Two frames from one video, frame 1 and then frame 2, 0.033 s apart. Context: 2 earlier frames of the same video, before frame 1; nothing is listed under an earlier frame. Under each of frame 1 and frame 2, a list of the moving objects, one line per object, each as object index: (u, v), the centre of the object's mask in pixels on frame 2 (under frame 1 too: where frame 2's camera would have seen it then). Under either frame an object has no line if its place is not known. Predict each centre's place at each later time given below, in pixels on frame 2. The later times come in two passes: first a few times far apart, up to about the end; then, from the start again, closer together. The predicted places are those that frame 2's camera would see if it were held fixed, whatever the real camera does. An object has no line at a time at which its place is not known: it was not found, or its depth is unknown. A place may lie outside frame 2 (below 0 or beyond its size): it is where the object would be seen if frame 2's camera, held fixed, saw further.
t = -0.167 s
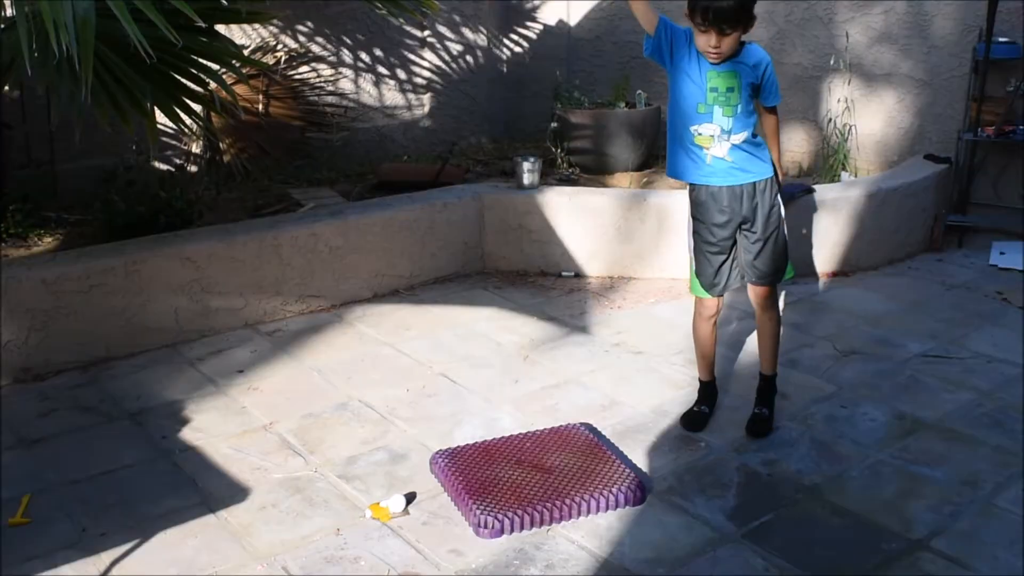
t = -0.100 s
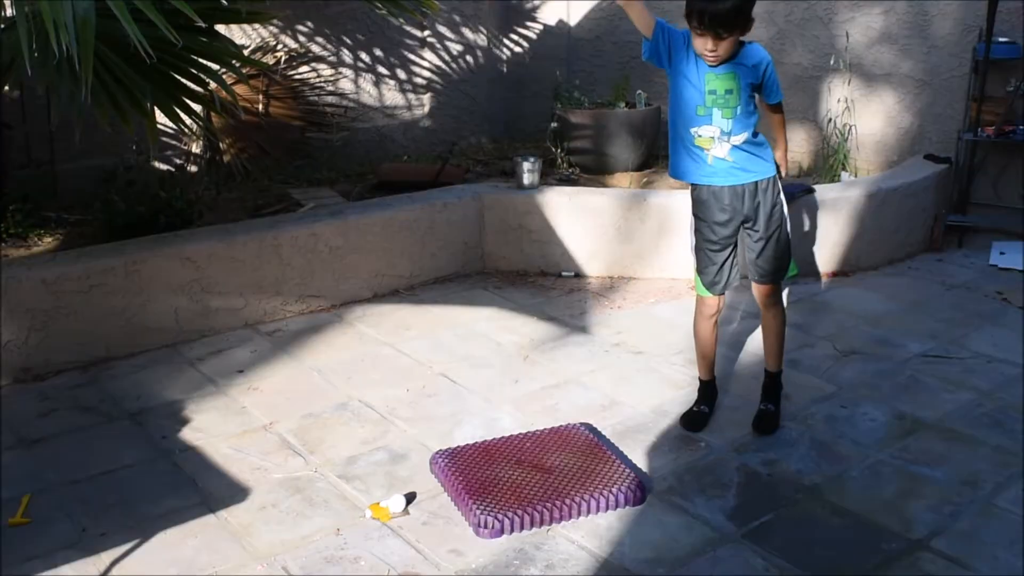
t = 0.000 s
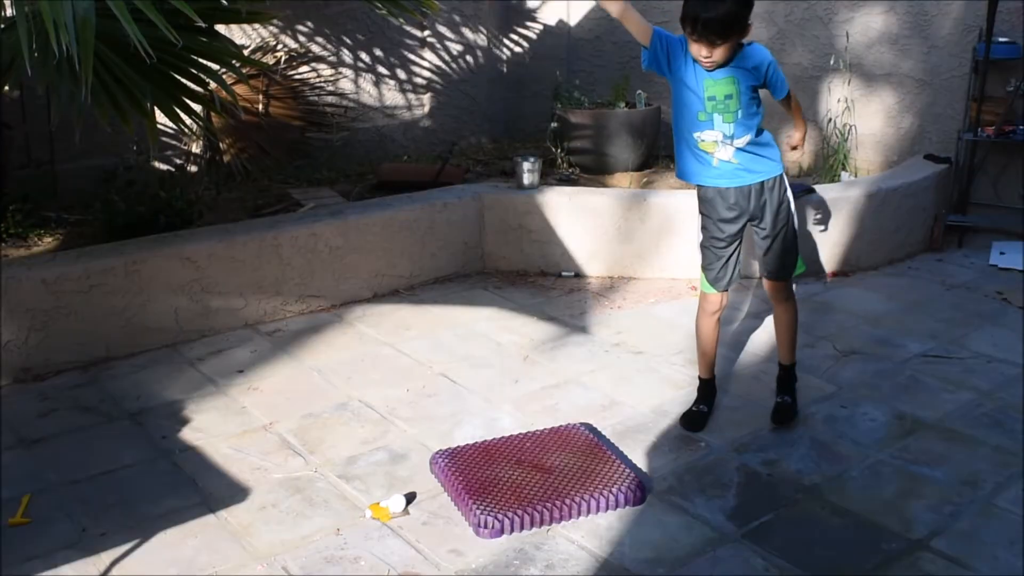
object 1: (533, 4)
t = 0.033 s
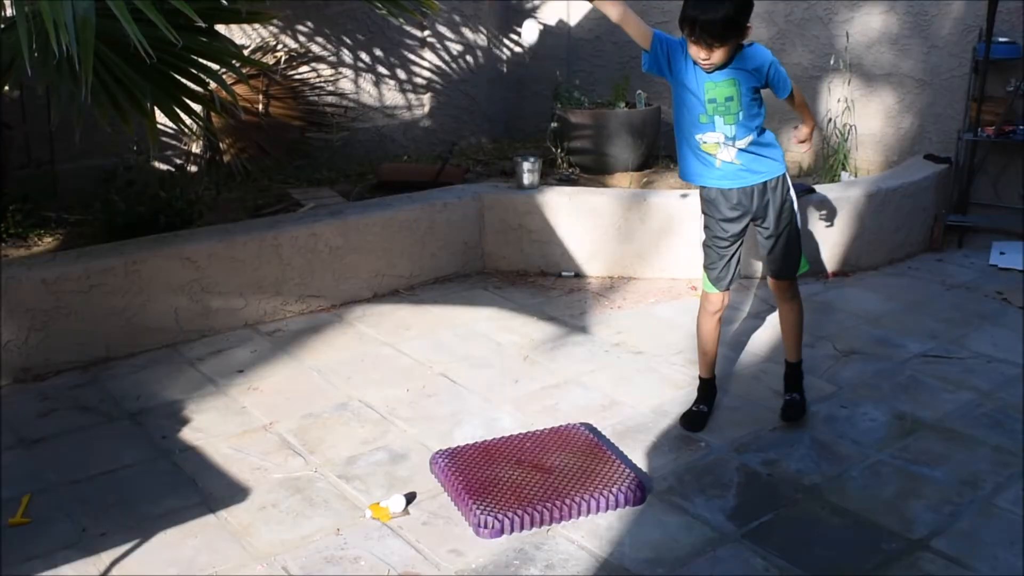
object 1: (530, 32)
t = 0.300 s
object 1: (494, 457)
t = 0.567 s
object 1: (491, 381)
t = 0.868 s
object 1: (488, 462)
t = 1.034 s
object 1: (486, 475)
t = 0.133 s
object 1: (515, 167)
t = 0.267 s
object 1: (497, 399)
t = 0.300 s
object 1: (494, 457)
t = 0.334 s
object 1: (492, 444)
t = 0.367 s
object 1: (492, 423)
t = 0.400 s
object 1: (491, 407)
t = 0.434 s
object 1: (491, 394)
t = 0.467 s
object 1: (491, 385)
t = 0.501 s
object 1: (491, 379)
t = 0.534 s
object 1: (491, 378)
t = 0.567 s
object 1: (491, 381)
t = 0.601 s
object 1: (490, 387)
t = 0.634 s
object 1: (490, 398)
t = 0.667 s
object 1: (491, 412)
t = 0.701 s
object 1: (491, 431)
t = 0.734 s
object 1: (491, 453)
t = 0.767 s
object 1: (490, 458)
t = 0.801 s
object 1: (489, 455)
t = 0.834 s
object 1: (489, 457)
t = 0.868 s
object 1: (488, 462)
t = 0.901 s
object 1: (487, 471)
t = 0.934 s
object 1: (486, 474)
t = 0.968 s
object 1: (486, 475)
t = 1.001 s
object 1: (486, 474)
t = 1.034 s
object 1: (486, 475)
